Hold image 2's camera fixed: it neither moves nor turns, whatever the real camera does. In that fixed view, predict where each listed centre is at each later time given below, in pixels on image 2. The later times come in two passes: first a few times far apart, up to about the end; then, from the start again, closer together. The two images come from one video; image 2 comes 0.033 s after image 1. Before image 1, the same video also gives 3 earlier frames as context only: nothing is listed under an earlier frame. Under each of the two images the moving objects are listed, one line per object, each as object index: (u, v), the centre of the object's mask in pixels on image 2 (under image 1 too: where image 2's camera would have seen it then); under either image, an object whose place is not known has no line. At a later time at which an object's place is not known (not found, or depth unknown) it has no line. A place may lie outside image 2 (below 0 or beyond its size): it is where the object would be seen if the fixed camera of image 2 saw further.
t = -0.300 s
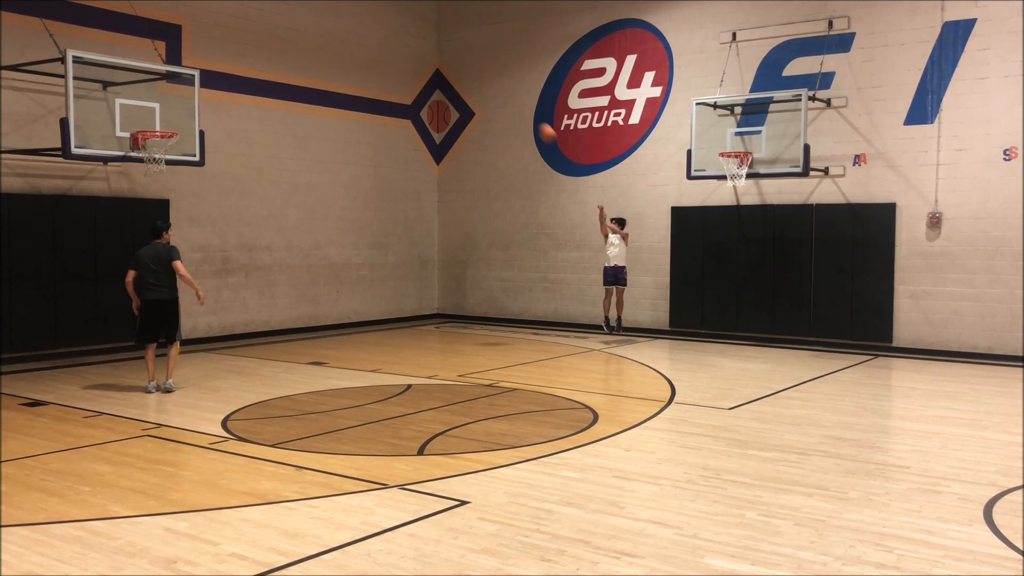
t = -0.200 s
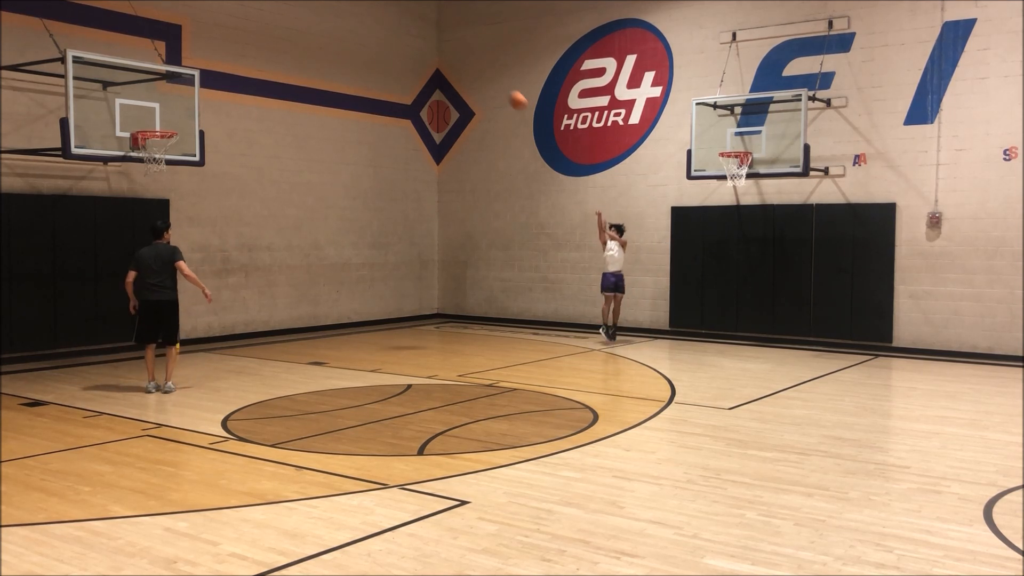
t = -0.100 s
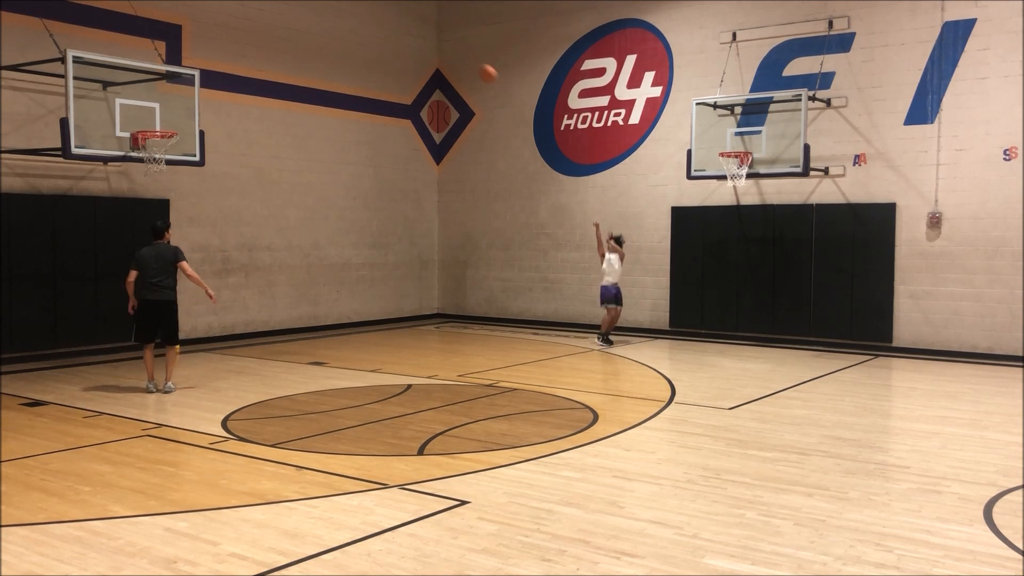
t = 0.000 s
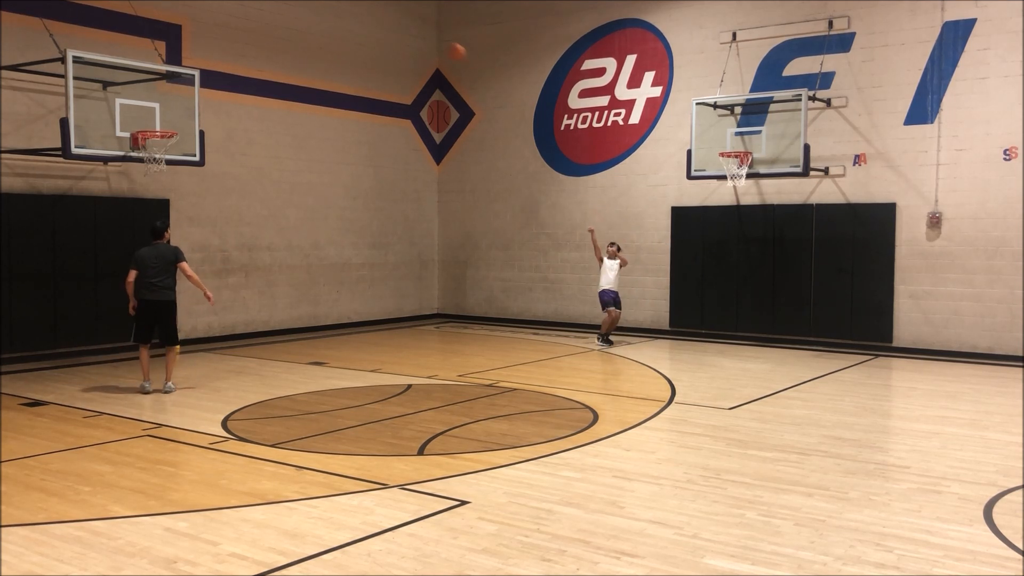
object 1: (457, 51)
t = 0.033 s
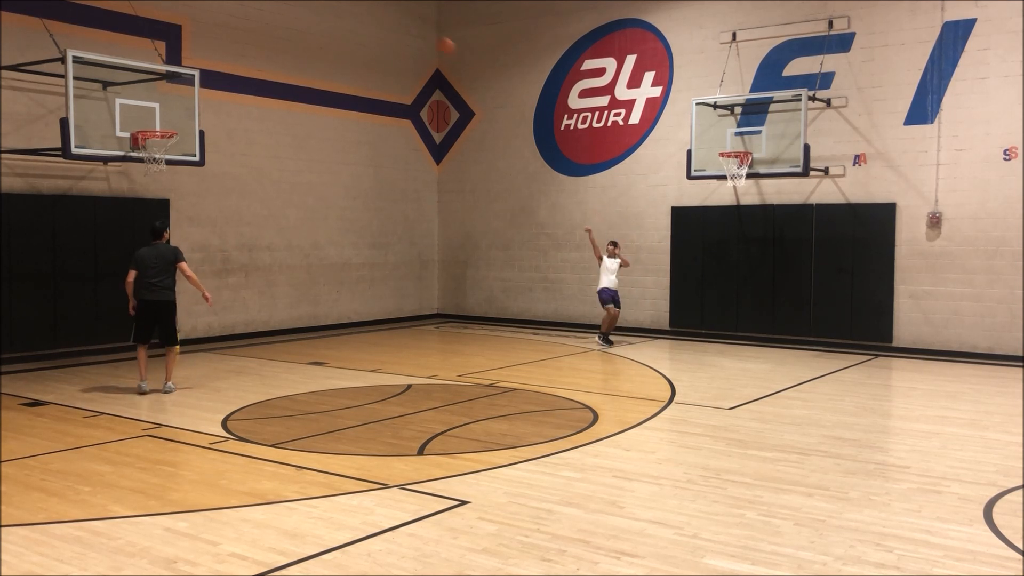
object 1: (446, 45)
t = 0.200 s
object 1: (389, 26)
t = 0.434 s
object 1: (305, 32)
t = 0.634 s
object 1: (228, 69)
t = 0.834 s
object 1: (157, 124)
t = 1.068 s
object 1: (217, 111)
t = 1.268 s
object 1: (271, 130)
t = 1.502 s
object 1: (336, 195)
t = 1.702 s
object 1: (392, 285)
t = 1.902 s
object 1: (440, 358)
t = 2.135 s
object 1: (467, 278)
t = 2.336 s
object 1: (492, 246)
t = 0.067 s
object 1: (434, 40)
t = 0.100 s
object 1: (424, 36)
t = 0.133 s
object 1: (412, 32)
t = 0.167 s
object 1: (401, 29)
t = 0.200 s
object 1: (389, 26)
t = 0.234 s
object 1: (376, 25)
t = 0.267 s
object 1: (365, 24)
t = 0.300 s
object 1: (353, 24)
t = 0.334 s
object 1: (341, 25)
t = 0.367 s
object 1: (329, 26)
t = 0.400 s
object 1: (317, 29)
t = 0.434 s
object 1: (305, 32)
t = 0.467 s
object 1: (292, 36)
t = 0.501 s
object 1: (280, 41)
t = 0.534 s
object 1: (267, 46)
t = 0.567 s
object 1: (254, 53)
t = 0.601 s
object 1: (242, 60)
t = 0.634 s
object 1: (228, 69)
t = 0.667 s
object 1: (215, 79)
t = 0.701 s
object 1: (204, 87)
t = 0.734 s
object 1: (188, 99)
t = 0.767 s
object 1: (175, 112)
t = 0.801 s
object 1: (161, 123)
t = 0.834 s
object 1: (157, 124)
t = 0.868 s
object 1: (166, 121)
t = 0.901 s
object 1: (174, 118)
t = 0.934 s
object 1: (182, 115)
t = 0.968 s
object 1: (191, 112)
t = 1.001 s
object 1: (200, 110)
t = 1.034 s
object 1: (209, 110)
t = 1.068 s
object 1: (217, 111)
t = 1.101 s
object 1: (226, 111)
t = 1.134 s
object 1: (235, 113)
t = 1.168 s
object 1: (244, 116)
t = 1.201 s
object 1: (253, 120)
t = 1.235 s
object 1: (262, 124)
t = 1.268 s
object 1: (271, 130)
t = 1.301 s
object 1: (280, 136)
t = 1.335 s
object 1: (289, 144)
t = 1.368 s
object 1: (299, 152)
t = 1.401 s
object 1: (308, 161)
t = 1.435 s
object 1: (317, 172)
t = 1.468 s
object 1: (327, 183)
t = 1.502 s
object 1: (336, 195)
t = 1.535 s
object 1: (345, 208)
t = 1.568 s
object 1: (354, 221)
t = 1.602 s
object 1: (364, 236)
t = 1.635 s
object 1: (373, 252)
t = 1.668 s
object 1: (383, 268)
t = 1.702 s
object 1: (392, 285)
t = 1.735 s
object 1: (401, 303)
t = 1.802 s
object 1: (420, 343)
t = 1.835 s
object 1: (429, 365)
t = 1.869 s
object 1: (436, 372)
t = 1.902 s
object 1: (440, 358)
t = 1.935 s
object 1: (444, 343)
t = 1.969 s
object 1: (448, 331)
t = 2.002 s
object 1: (452, 318)
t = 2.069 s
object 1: (460, 296)
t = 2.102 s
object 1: (463, 287)
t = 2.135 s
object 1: (467, 278)
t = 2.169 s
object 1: (472, 271)
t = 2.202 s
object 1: (476, 263)
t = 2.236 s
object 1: (480, 258)
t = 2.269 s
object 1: (484, 253)
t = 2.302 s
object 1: (488, 249)
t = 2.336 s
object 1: (492, 246)
